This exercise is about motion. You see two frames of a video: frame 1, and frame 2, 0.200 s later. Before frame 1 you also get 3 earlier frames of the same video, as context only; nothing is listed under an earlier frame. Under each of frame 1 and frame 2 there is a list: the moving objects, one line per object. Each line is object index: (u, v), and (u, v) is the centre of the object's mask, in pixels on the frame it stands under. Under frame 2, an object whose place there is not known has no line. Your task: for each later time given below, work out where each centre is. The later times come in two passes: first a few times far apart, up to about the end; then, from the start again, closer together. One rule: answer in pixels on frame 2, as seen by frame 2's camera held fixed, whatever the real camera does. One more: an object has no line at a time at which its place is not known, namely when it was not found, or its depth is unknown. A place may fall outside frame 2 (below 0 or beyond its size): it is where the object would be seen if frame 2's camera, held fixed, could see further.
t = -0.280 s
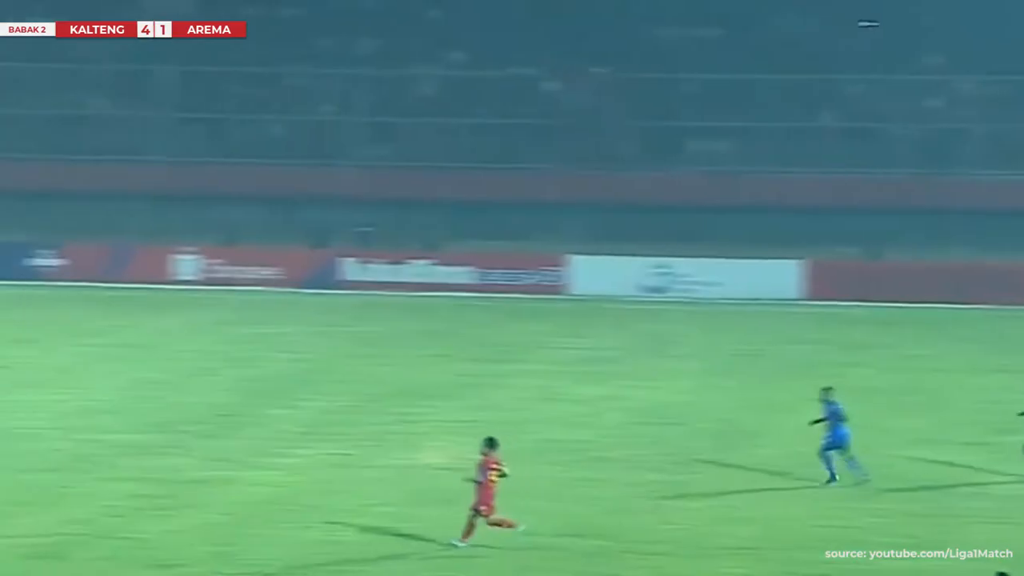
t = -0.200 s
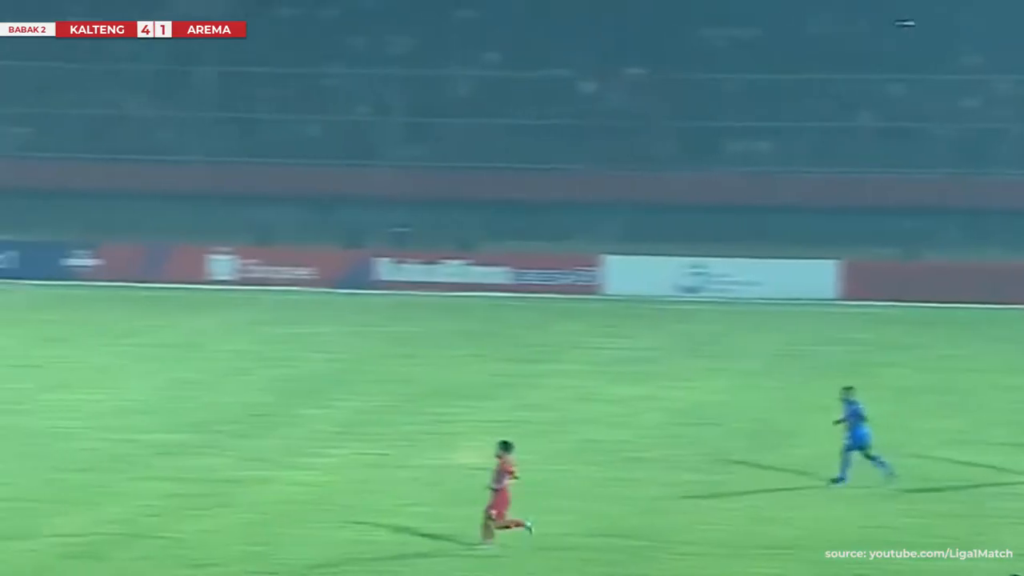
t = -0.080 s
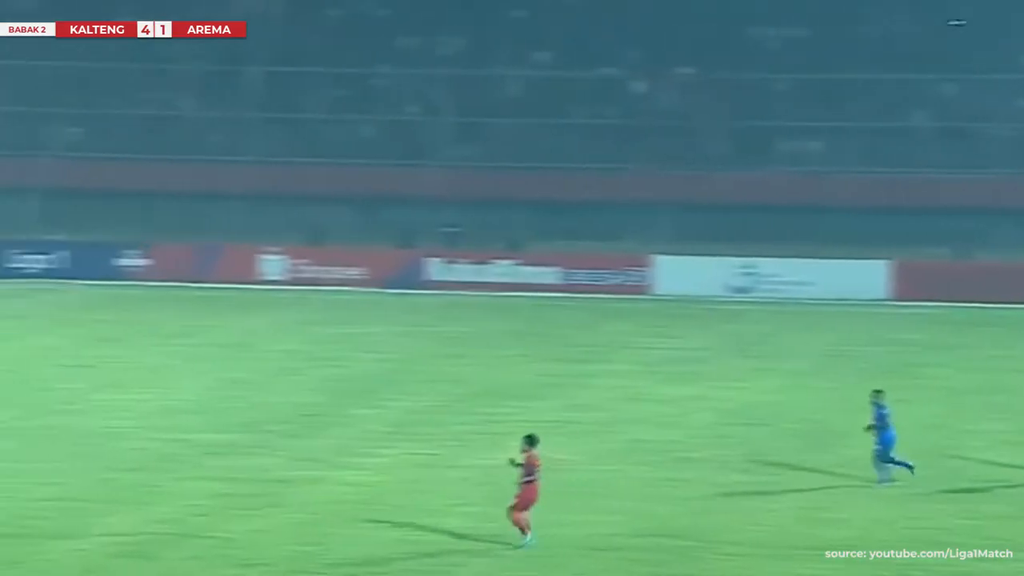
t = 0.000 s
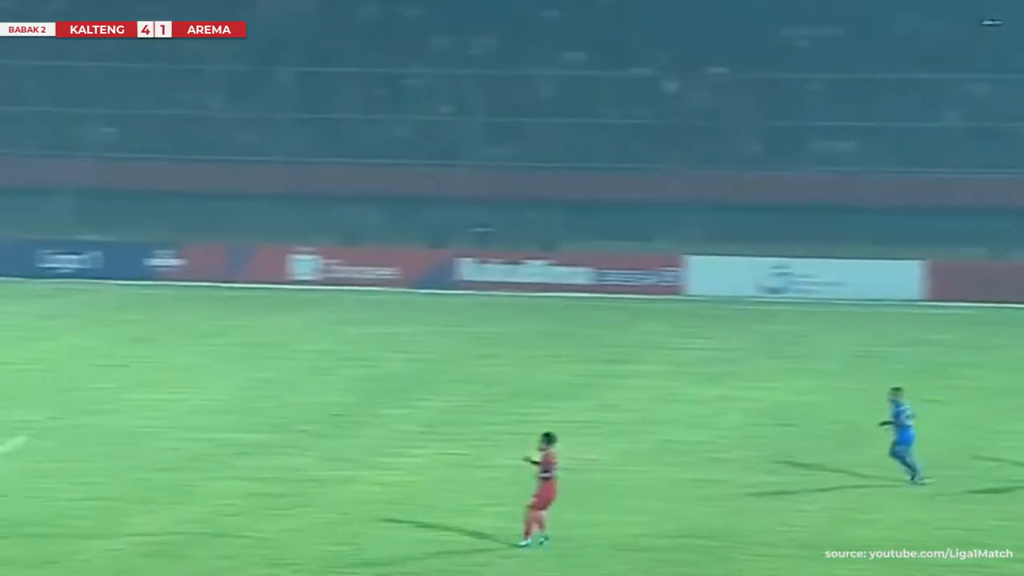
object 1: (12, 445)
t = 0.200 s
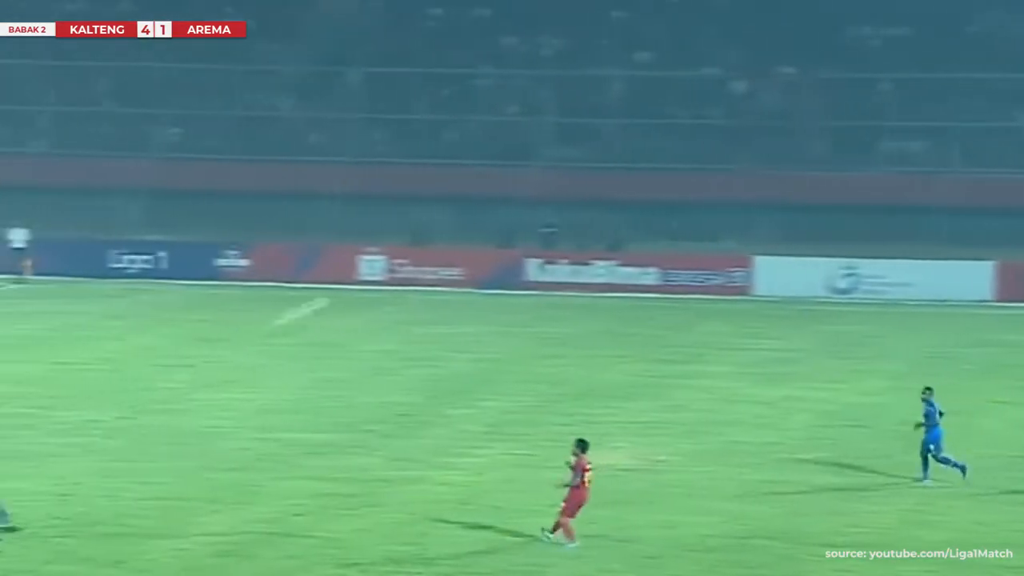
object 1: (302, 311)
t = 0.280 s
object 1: (401, 261)
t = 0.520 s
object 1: (649, 156)
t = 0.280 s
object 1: (401, 261)
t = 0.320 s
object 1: (435, 245)
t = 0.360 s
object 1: (479, 226)
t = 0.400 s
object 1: (521, 208)
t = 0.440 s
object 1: (564, 190)
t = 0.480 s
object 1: (609, 172)
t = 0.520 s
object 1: (649, 156)
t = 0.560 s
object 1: (686, 142)
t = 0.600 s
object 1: (732, 127)
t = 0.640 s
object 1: (766, 114)
